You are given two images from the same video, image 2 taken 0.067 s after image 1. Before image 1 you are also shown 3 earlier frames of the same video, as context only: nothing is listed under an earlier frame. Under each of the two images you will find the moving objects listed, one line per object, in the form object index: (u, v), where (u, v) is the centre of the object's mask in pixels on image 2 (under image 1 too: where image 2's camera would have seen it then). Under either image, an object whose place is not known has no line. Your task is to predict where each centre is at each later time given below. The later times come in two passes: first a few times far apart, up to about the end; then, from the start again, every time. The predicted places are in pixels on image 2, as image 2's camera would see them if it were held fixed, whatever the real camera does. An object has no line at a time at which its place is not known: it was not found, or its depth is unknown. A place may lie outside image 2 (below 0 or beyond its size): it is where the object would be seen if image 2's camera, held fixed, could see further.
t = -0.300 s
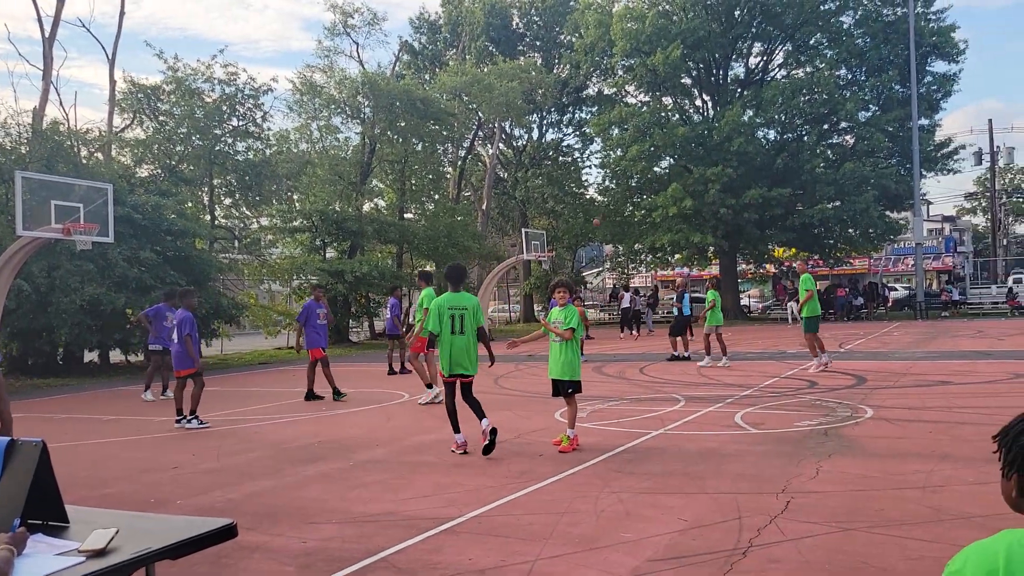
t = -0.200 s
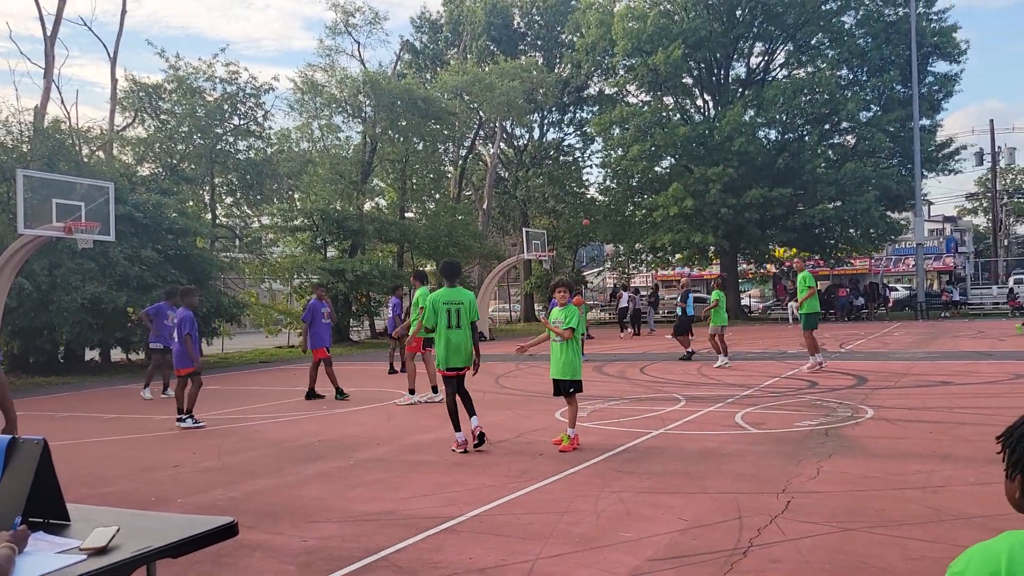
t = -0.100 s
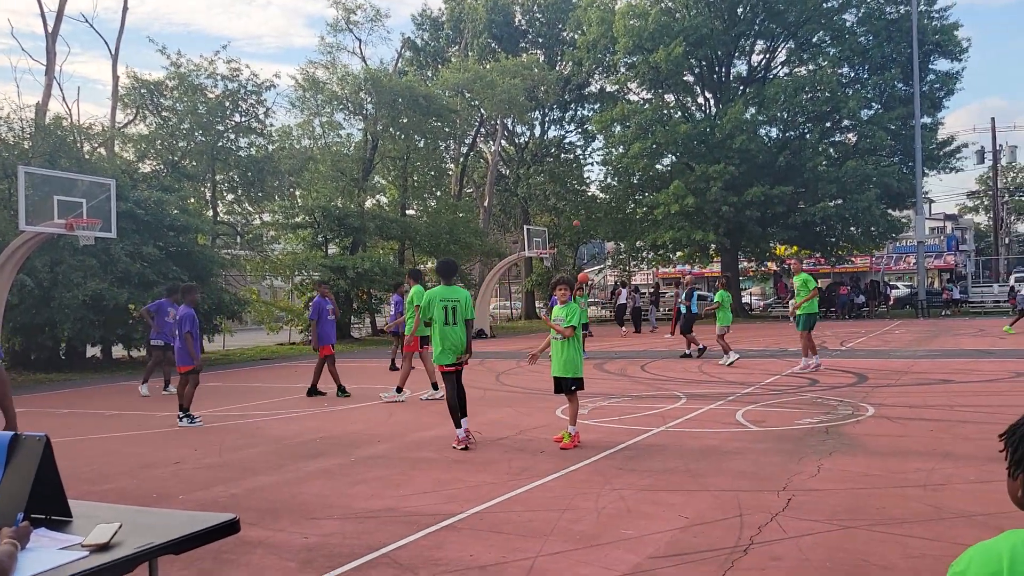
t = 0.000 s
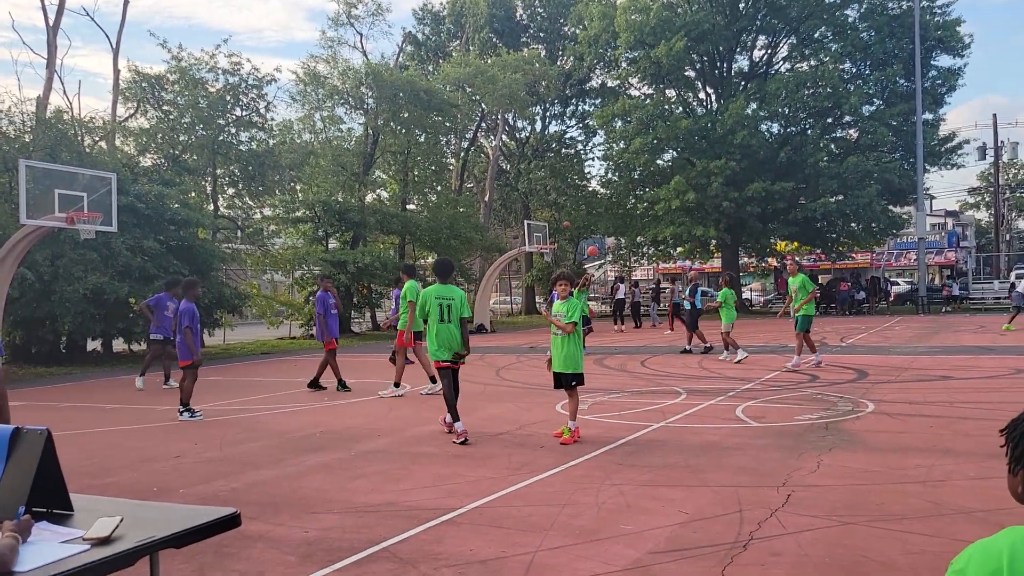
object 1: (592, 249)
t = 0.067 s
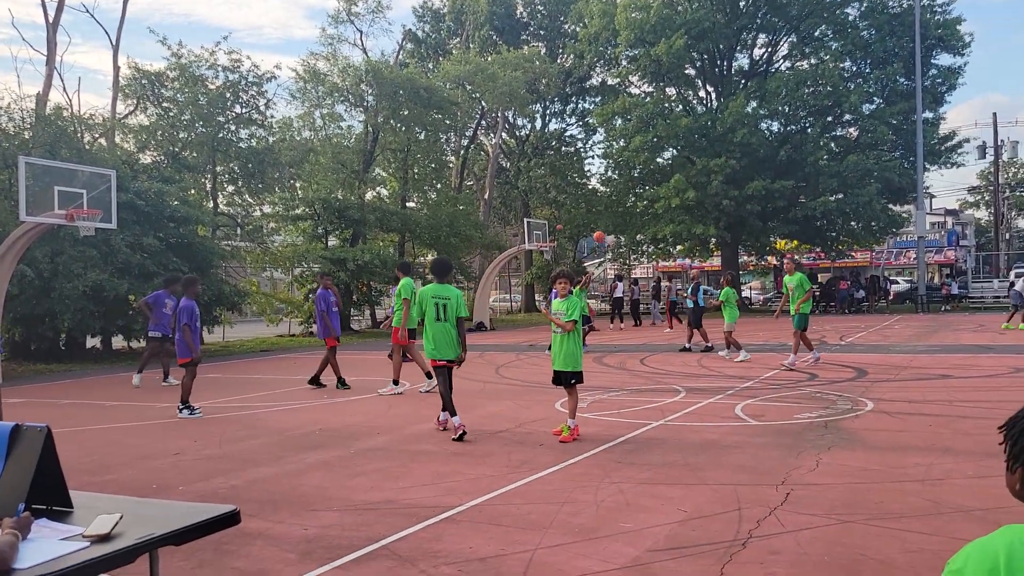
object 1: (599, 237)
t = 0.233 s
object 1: (617, 213)
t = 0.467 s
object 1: (645, 200)
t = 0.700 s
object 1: (679, 216)
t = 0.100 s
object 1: (602, 231)
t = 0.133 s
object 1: (606, 226)
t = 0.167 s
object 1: (610, 221)
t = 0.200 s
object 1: (613, 217)
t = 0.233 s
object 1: (617, 213)
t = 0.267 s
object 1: (620, 209)
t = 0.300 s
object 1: (624, 206)
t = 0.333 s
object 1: (628, 203)
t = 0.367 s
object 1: (632, 202)
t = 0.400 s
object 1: (637, 201)
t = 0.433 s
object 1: (641, 200)
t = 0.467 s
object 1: (645, 200)
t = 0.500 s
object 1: (650, 201)
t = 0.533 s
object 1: (654, 201)
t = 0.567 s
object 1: (659, 203)
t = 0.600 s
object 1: (664, 205)
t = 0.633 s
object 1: (669, 208)
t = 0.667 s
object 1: (674, 212)
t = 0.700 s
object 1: (679, 216)
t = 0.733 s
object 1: (685, 221)
